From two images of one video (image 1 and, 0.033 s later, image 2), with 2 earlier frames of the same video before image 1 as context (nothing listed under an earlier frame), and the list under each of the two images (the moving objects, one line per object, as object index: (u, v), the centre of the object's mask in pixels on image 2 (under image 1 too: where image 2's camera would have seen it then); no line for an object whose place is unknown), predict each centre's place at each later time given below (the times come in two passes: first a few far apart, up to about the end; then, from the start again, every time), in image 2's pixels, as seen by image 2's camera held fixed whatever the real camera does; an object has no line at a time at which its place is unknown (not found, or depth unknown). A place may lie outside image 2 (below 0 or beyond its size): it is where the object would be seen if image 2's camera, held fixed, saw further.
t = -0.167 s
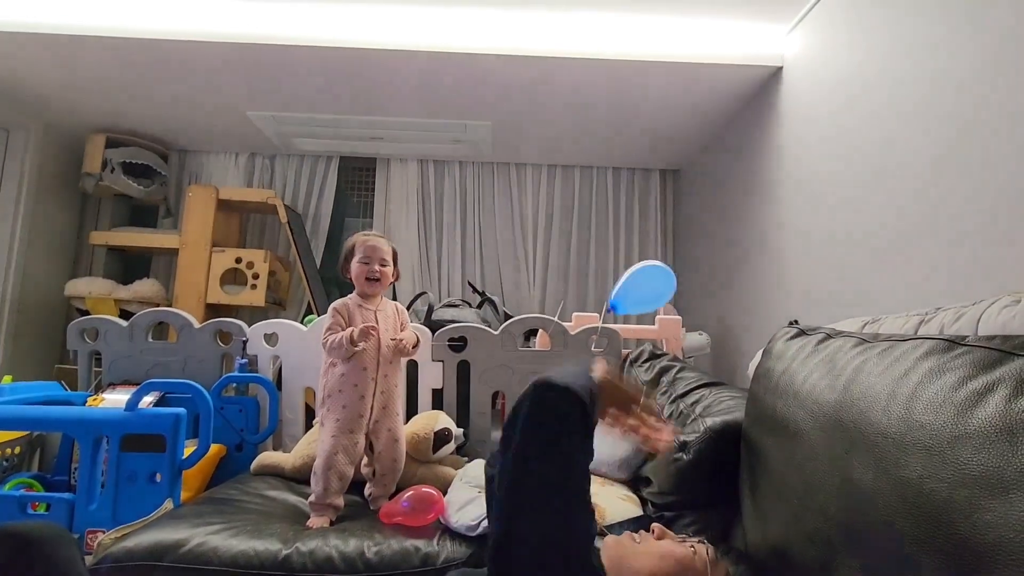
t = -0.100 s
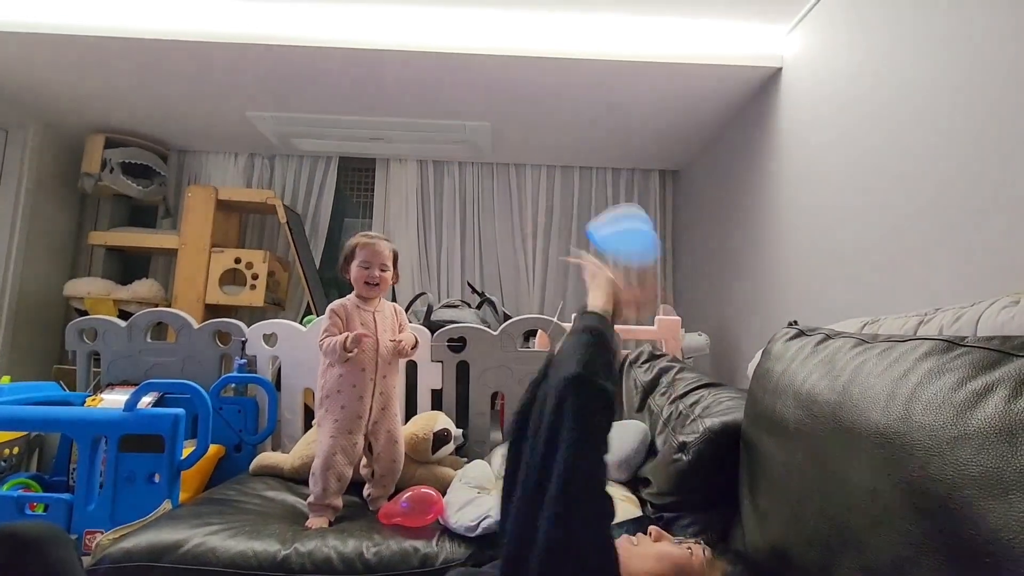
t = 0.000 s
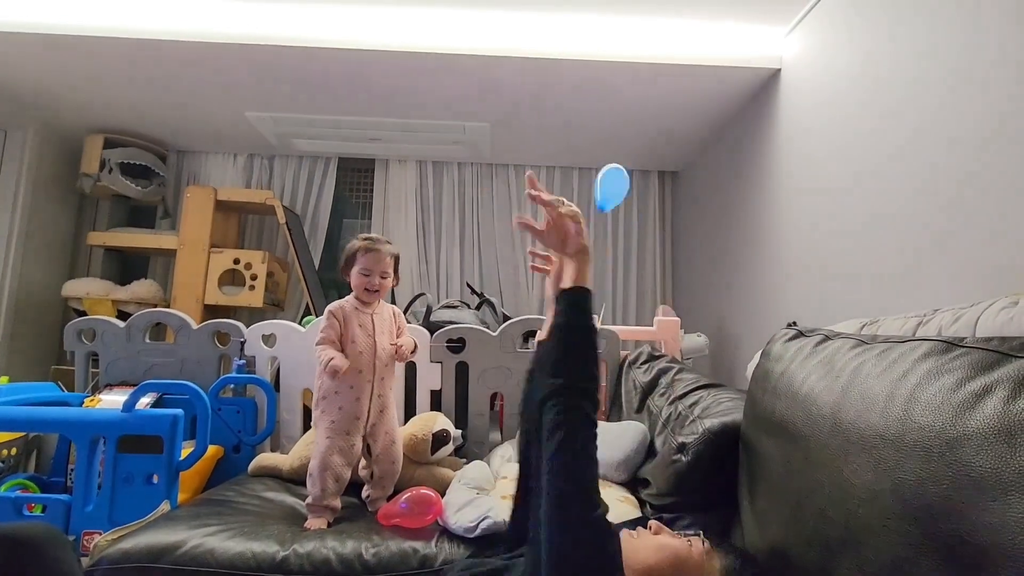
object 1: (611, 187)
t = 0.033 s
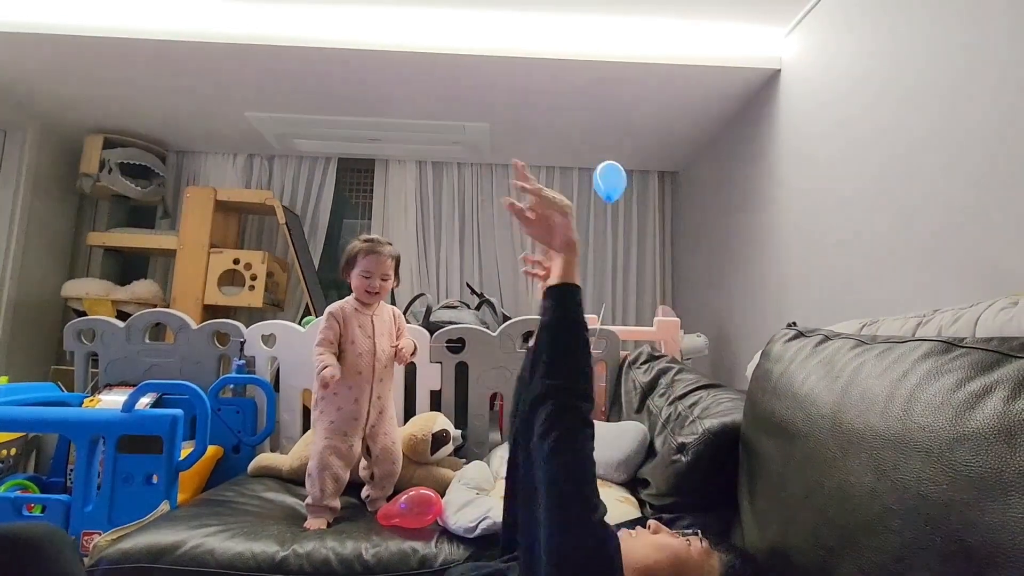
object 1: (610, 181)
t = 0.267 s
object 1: (596, 122)
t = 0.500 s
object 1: (585, 83)
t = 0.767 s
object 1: (563, 93)
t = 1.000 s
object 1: (554, 118)
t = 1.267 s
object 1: (542, 164)
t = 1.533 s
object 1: (522, 215)
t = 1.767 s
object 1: (496, 253)
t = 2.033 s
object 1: (471, 304)
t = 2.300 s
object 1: (462, 347)
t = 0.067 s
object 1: (608, 176)
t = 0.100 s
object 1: (605, 171)
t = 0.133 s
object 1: (602, 163)
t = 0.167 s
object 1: (600, 154)
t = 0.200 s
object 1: (599, 145)
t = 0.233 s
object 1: (598, 134)
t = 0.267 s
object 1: (596, 122)
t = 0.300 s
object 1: (595, 113)
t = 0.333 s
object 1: (595, 106)
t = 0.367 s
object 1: (594, 99)
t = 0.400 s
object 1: (592, 94)
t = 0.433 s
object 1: (590, 89)
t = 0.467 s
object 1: (588, 86)
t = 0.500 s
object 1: (585, 83)
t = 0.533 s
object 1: (581, 82)
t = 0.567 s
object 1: (578, 82)
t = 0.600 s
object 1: (575, 83)
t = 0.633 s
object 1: (573, 84)
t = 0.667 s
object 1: (570, 85)
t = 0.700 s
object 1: (567, 88)
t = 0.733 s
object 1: (565, 90)
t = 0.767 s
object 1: (563, 93)
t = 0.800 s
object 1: (561, 95)
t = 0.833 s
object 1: (559, 98)
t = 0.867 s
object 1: (558, 102)
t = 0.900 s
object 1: (557, 105)
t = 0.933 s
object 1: (556, 109)
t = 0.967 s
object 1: (555, 113)
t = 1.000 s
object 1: (554, 118)
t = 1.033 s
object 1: (552, 122)
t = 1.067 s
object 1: (551, 127)
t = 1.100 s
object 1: (550, 133)
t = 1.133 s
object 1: (548, 139)
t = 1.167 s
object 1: (547, 145)
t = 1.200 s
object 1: (545, 151)
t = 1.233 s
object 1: (544, 157)
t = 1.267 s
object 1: (542, 164)
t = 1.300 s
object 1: (540, 171)
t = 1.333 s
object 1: (539, 177)
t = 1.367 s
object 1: (537, 184)
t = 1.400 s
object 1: (534, 191)
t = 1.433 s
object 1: (532, 197)
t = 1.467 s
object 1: (529, 203)
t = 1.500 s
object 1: (526, 209)
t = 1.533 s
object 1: (522, 215)
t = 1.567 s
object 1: (519, 220)
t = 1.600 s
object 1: (515, 226)
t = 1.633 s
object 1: (512, 231)
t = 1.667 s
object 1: (508, 236)
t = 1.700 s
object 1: (504, 242)
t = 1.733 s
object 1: (500, 247)
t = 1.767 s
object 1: (496, 253)
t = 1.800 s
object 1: (493, 259)
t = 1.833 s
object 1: (489, 265)
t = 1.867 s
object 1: (485, 271)
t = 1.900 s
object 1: (482, 277)
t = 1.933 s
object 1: (478, 284)
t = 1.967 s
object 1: (475, 290)
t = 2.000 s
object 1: (473, 297)
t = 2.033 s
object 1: (471, 304)
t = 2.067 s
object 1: (468, 309)
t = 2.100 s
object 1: (467, 316)
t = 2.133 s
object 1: (466, 322)
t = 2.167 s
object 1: (465, 328)
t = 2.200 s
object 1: (464, 334)
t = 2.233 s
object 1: (464, 339)
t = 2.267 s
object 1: (463, 344)
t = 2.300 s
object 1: (462, 347)
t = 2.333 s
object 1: (461, 351)
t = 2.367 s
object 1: (461, 355)
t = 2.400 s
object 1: (460, 358)
